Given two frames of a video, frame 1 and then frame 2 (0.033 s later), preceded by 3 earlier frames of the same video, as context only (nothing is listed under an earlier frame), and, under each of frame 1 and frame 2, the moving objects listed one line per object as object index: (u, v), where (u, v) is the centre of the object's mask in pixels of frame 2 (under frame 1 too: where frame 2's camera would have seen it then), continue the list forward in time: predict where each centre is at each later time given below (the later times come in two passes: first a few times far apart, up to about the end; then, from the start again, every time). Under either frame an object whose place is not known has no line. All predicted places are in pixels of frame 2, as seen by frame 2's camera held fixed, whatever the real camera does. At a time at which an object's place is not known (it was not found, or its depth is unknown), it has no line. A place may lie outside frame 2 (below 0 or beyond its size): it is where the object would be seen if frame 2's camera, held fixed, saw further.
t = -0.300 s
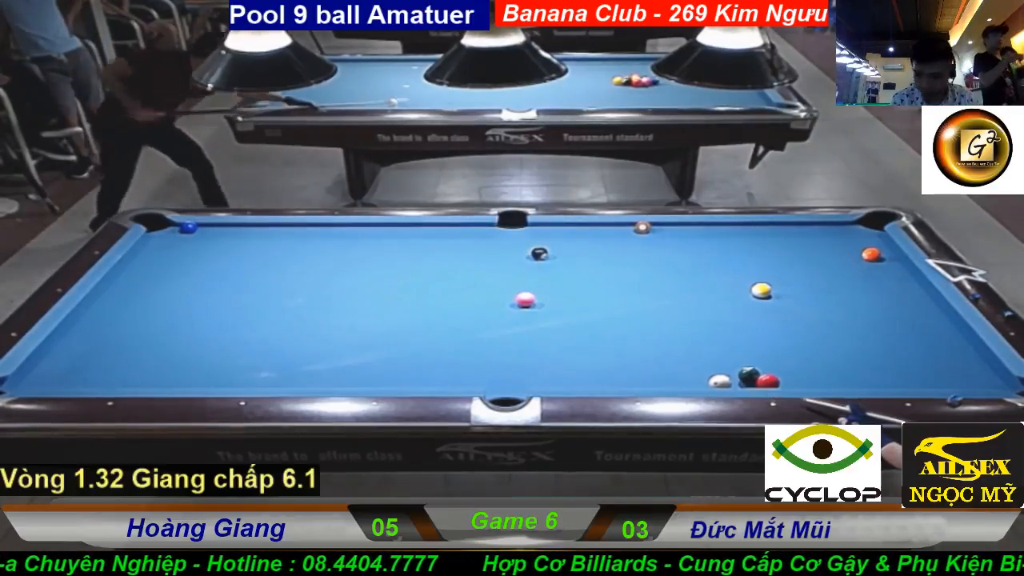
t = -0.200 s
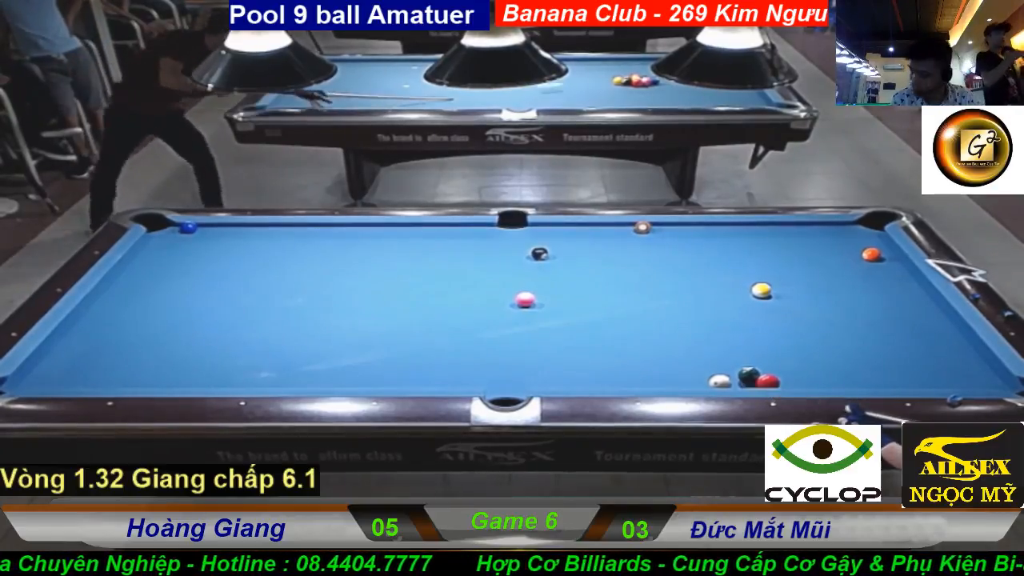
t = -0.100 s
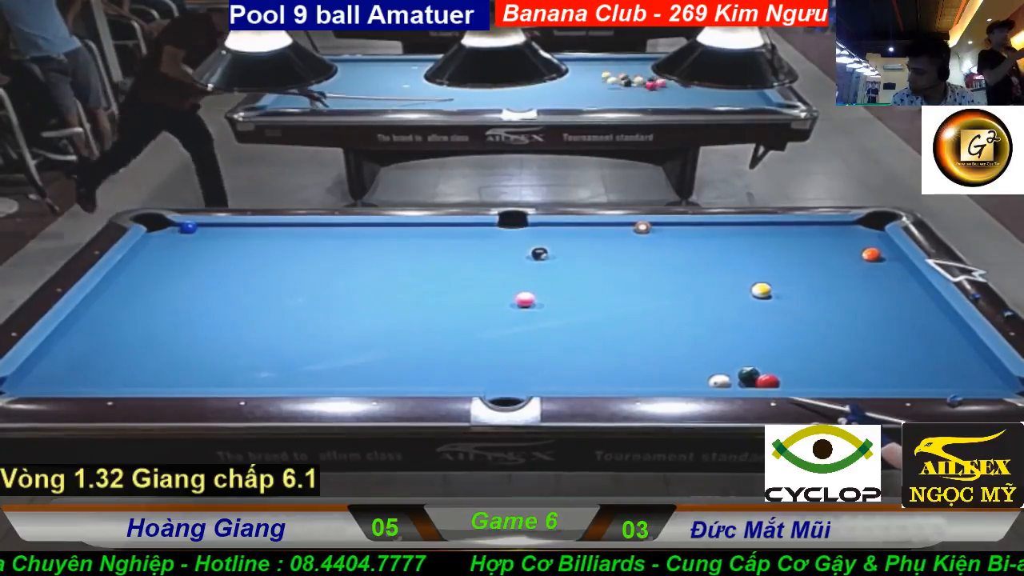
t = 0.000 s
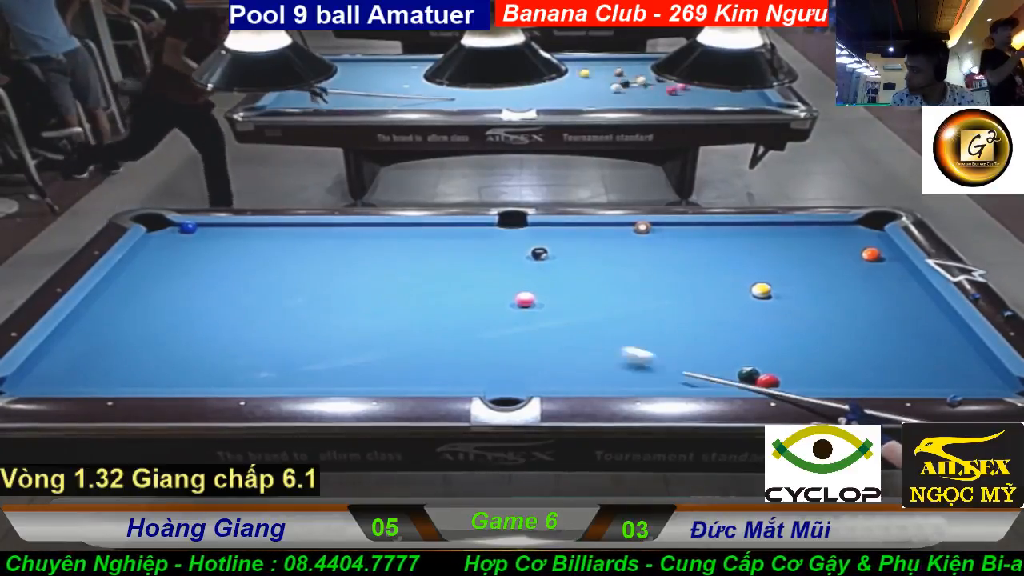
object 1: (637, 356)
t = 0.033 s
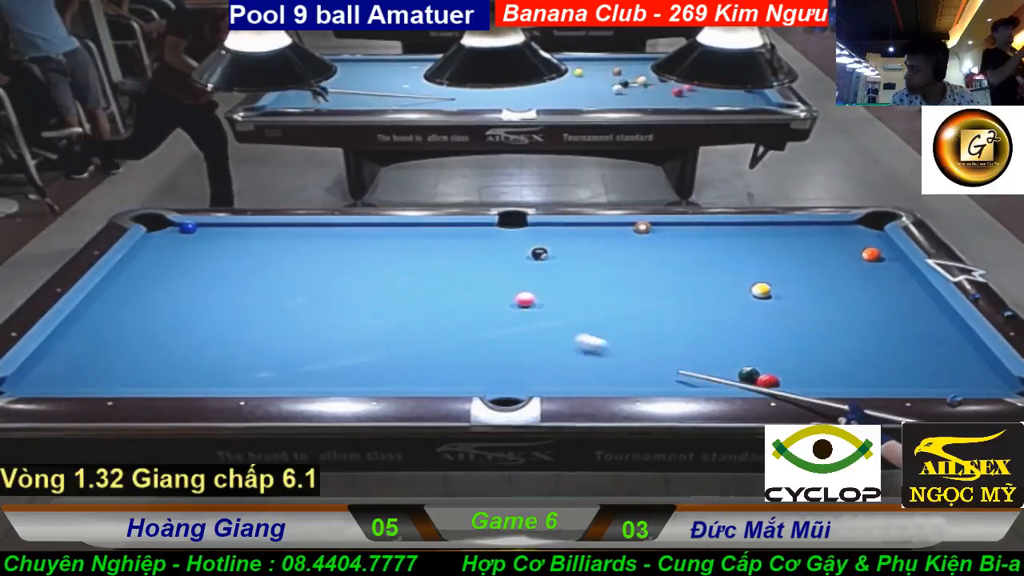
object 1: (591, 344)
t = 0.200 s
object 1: (396, 285)
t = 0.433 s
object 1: (203, 228)
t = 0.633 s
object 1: (159, 264)
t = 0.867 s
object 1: (89, 305)
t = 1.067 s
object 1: (92, 336)
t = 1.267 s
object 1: (93, 371)
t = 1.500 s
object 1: (139, 371)
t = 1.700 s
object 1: (196, 353)
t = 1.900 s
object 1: (247, 338)
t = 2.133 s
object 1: (301, 320)
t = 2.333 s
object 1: (345, 306)
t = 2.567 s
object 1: (391, 292)
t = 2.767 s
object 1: (426, 281)
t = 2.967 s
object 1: (460, 270)
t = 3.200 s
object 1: (496, 258)
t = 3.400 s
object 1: (524, 248)
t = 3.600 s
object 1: (552, 240)
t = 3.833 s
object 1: (581, 231)
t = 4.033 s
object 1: (601, 227)
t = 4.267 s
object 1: (615, 231)
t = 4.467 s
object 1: (626, 234)
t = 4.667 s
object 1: (637, 237)
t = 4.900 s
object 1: (650, 241)
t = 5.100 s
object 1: (659, 243)
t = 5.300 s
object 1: (668, 246)
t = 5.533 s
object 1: (677, 248)
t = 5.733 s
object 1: (685, 250)
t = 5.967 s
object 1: (692, 252)
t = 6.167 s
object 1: (698, 254)
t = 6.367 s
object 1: (703, 255)
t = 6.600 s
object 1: (707, 256)
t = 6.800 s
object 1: (711, 257)
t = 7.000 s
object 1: (713, 257)
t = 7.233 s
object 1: (714, 257)
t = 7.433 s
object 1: (714, 257)
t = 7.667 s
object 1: (714, 257)
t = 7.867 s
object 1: (714, 257)
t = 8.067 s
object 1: (714, 257)
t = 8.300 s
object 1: (714, 257)
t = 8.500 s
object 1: (714, 257)
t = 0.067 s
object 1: (548, 330)
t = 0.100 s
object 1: (506, 318)
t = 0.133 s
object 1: (468, 306)
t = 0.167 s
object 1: (431, 295)
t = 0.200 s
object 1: (396, 285)
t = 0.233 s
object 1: (362, 274)
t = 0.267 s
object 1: (330, 265)
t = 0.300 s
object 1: (299, 255)
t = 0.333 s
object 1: (269, 246)
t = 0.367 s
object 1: (241, 238)
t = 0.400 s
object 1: (214, 230)
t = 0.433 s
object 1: (203, 228)
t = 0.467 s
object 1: (197, 234)
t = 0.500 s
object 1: (190, 240)
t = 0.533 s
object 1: (184, 246)
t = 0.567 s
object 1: (176, 252)
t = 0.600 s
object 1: (168, 258)
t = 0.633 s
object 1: (159, 264)
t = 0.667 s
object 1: (150, 270)
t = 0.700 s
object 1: (140, 276)
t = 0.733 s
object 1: (129, 282)
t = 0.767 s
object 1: (118, 288)
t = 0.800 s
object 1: (106, 294)
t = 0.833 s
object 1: (93, 300)
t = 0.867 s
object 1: (89, 305)
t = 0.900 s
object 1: (91, 310)
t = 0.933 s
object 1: (92, 315)
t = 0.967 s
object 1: (91, 320)
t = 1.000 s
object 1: (92, 325)
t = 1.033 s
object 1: (92, 330)
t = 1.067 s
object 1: (92, 336)
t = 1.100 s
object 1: (92, 341)
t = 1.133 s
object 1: (92, 347)
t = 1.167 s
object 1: (92, 353)
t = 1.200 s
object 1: (92, 359)
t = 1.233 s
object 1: (92, 365)
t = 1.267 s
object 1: (93, 371)
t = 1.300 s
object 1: (93, 376)
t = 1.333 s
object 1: (93, 381)
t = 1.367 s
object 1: (98, 382)
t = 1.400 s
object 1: (109, 379)
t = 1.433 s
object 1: (119, 377)
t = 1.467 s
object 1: (129, 374)
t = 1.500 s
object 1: (139, 371)
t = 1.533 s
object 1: (149, 368)
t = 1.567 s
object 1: (159, 365)
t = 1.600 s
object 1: (168, 362)
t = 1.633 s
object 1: (177, 359)
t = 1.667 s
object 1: (186, 356)
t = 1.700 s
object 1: (196, 353)
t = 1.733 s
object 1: (205, 351)
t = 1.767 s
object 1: (213, 348)
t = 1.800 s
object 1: (222, 345)
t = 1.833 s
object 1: (230, 342)
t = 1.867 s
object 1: (239, 340)
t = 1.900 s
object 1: (247, 338)
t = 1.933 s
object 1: (255, 335)
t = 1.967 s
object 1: (263, 332)
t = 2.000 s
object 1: (271, 330)
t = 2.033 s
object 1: (279, 328)
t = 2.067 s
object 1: (287, 325)
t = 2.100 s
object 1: (294, 322)
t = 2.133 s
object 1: (301, 320)
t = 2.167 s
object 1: (309, 318)
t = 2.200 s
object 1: (317, 316)
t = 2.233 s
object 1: (324, 313)
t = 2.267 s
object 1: (331, 311)
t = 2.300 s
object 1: (338, 309)
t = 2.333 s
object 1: (345, 306)
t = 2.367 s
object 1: (352, 304)
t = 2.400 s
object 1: (358, 302)
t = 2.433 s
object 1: (365, 300)
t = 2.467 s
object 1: (372, 298)
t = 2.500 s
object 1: (378, 296)
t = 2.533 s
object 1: (385, 294)
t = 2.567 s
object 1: (391, 292)
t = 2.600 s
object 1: (397, 290)
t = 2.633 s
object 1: (403, 288)
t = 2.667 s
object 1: (409, 286)
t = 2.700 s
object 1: (415, 284)
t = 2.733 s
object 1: (421, 282)
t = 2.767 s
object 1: (426, 281)
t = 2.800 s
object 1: (432, 279)
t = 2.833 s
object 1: (438, 277)
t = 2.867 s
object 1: (444, 275)
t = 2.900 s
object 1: (449, 273)
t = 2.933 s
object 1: (455, 271)
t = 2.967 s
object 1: (460, 270)
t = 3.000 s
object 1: (465, 268)
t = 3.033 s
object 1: (471, 266)
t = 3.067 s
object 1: (476, 265)
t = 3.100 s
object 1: (481, 263)
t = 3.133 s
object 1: (486, 261)
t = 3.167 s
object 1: (491, 260)
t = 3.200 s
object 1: (496, 258)
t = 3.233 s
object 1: (501, 257)
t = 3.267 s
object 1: (506, 255)
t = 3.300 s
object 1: (511, 253)
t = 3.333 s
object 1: (515, 252)
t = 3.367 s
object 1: (520, 250)
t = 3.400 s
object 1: (524, 248)
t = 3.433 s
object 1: (528, 246)
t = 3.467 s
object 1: (533, 245)
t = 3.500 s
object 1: (539, 243)
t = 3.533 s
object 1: (543, 242)
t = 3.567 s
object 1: (548, 241)
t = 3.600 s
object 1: (552, 240)
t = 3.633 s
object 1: (556, 239)
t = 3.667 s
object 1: (560, 237)
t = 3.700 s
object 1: (565, 236)
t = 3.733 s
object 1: (569, 234)
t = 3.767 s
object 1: (573, 233)
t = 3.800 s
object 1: (577, 232)
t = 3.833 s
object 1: (581, 231)
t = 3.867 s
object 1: (585, 229)
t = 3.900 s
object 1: (589, 228)
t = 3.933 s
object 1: (593, 227)
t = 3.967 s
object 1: (597, 226)
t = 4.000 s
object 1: (598, 227)
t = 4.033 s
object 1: (601, 227)
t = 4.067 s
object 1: (603, 228)
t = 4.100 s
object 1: (605, 228)
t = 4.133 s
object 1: (607, 229)
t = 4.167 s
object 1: (609, 229)
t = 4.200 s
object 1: (611, 230)
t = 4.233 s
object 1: (613, 231)
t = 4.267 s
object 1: (615, 231)
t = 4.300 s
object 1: (617, 231)
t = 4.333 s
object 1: (619, 232)
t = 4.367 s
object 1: (620, 232)
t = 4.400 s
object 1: (622, 233)
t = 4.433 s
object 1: (624, 234)
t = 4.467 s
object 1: (626, 234)
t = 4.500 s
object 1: (628, 235)
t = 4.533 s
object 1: (629, 235)
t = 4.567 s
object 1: (632, 236)
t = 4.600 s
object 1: (634, 236)
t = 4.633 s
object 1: (636, 237)
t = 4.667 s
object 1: (637, 237)
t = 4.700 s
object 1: (639, 238)
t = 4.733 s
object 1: (641, 238)
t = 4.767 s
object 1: (643, 239)
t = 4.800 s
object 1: (645, 239)
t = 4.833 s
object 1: (646, 240)
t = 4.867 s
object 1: (648, 240)
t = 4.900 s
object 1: (650, 241)
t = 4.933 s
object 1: (651, 241)
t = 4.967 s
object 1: (653, 241)
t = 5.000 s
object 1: (654, 242)
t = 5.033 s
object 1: (656, 242)
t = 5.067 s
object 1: (657, 243)
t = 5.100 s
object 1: (659, 243)
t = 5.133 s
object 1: (661, 243)
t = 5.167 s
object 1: (662, 244)
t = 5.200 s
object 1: (663, 244)
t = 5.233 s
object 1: (665, 245)
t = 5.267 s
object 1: (666, 245)
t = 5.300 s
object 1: (668, 246)
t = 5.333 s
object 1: (669, 246)
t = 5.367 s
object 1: (671, 246)
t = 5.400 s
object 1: (672, 247)
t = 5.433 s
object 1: (674, 247)
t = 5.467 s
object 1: (675, 248)
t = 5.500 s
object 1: (676, 248)
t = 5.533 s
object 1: (677, 248)
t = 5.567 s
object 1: (679, 248)
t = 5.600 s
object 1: (680, 249)
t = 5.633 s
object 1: (681, 249)
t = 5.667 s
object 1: (682, 249)
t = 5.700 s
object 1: (683, 250)
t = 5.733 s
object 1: (685, 250)
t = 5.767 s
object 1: (686, 250)
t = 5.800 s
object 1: (687, 251)
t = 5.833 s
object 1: (688, 251)
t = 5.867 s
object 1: (689, 251)
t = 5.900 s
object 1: (690, 252)
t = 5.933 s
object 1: (691, 252)
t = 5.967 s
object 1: (692, 252)
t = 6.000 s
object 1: (693, 252)
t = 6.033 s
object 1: (694, 253)
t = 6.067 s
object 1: (695, 253)
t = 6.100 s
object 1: (697, 253)
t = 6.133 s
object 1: (697, 253)
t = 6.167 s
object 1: (698, 254)
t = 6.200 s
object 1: (699, 254)
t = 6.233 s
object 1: (700, 254)
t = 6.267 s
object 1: (700, 254)
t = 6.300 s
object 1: (701, 255)
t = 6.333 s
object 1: (702, 255)
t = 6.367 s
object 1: (703, 255)
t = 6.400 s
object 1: (703, 255)
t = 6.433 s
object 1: (704, 255)
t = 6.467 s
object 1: (705, 255)
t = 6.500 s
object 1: (706, 256)
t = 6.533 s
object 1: (706, 256)
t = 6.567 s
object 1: (707, 256)
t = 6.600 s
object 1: (707, 256)
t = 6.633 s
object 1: (708, 256)
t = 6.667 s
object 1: (709, 256)
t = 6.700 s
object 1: (709, 256)
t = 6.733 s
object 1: (710, 256)
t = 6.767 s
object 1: (710, 257)
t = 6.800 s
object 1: (711, 257)
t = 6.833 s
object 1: (711, 257)
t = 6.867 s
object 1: (712, 257)
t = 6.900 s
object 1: (712, 257)
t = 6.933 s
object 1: (713, 257)
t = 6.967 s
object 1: (713, 257)
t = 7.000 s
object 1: (713, 257)
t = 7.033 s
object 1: (713, 257)
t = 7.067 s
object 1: (713, 257)
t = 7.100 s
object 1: (714, 257)
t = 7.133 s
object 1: (714, 257)
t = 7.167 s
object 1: (714, 257)
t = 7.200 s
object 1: (714, 257)
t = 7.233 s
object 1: (714, 257)
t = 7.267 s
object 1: (714, 257)
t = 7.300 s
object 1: (714, 257)
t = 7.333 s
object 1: (714, 257)
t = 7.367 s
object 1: (714, 257)
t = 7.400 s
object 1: (714, 257)
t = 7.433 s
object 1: (714, 257)
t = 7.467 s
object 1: (714, 257)
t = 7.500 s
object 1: (714, 257)
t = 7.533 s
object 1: (714, 257)
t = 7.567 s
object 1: (714, 257)
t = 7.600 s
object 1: (714, 257)
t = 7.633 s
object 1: (714, 257)
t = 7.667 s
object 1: (714, 257)
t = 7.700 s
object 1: (714, 257)
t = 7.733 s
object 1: (714, 257)
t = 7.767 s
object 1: (714, 257)
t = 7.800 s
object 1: (714, 257)
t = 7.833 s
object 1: (714, 257)
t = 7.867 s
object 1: (714, 257)
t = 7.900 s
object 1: (714, 257)
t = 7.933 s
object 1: (714, 257)
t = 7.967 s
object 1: (714, 257)
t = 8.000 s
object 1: (714, 257)
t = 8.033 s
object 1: (714, 257)
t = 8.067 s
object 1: (714, 257)
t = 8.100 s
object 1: (714, 257)
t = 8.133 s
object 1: (714, 257)
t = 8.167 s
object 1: (714, 257)
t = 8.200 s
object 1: (714, 257)
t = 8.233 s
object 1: (714, 257)
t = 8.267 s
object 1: (714, 257)
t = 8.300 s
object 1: (714, 257)
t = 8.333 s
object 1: (714, 257)
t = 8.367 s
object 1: (714, 257)
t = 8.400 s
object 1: (714, 257)
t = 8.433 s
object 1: (714, 257)
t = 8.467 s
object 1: (715, 257)
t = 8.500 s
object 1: (714, 257)
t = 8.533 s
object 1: (714, 257)
